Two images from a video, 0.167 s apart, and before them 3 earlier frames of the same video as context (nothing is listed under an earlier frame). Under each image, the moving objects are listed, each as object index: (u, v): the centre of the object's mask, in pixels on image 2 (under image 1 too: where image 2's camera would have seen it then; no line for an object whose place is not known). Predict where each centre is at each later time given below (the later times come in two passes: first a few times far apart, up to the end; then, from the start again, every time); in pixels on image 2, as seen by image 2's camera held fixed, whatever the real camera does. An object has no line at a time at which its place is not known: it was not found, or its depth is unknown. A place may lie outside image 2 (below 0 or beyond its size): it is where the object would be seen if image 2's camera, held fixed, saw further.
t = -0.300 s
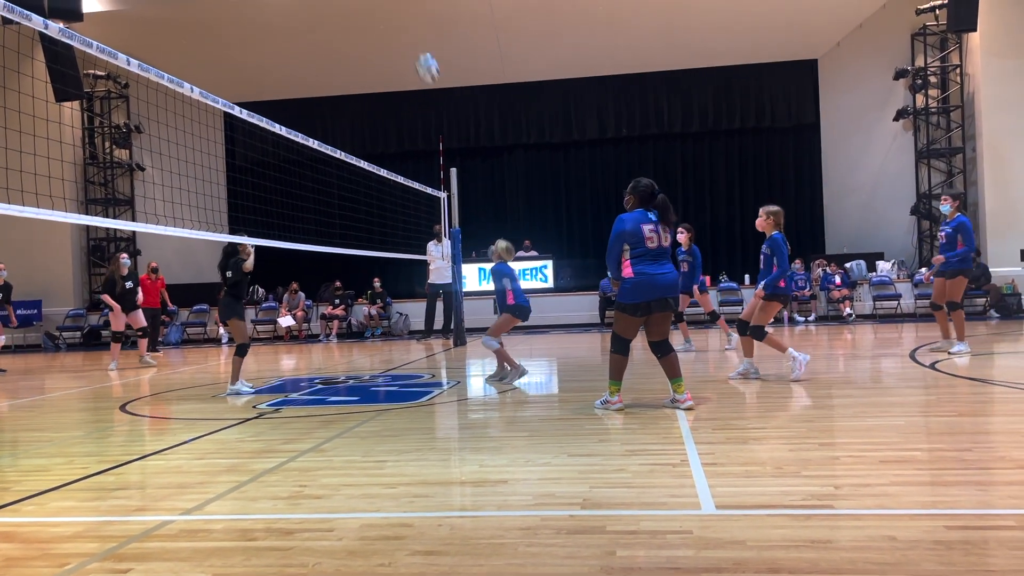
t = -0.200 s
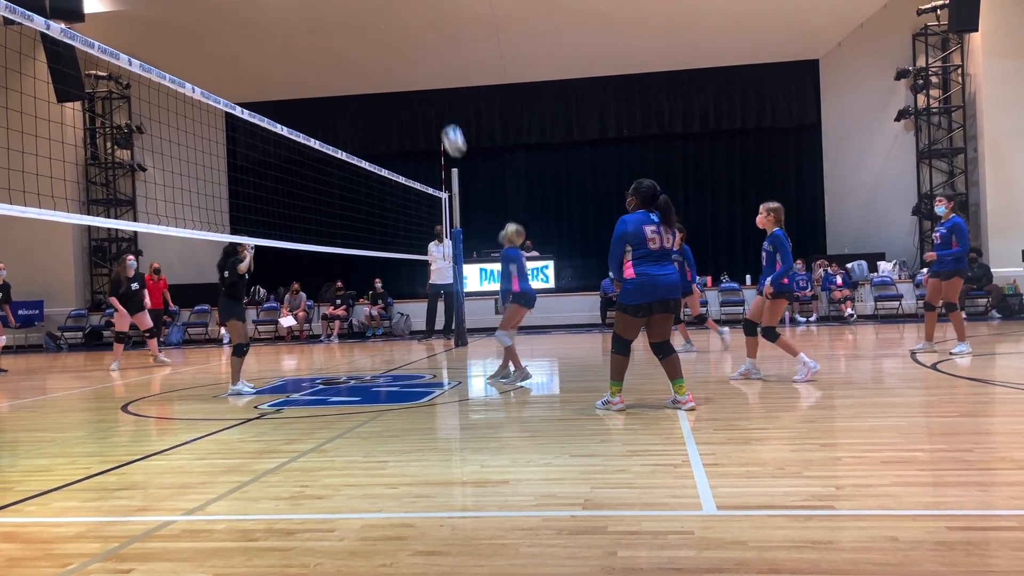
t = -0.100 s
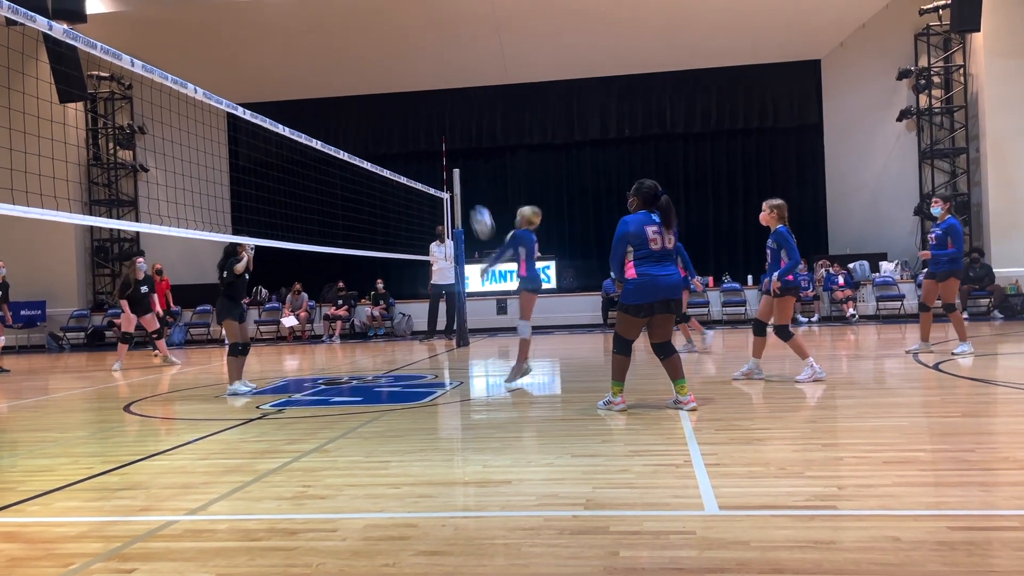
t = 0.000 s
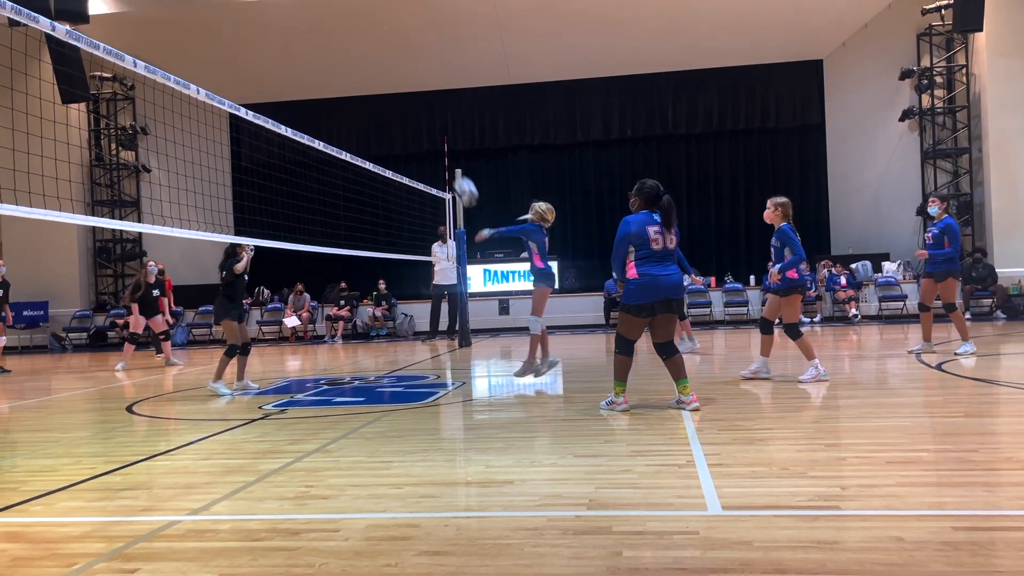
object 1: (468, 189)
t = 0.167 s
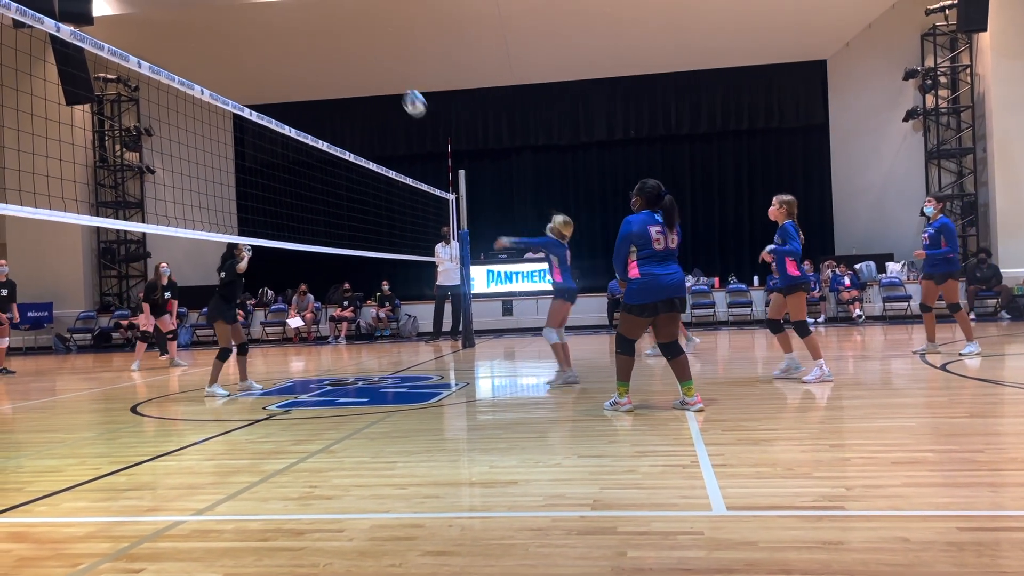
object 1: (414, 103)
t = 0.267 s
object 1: (384, 66)
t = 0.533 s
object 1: (311, 22)
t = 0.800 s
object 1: (249, 48)
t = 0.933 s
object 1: (221, 84)
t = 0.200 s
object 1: (404, 90)
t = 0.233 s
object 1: (394, 77)
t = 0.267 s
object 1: (384, 66)
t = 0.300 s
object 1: (375, 56)
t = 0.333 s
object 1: (365, 48)
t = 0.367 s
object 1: (355, 41)
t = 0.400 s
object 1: (346, 34)
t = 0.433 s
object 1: (337, 30)
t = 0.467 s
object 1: (328, 26)
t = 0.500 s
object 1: (319, 24)
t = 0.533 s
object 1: (311, 22)
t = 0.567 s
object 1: (303, 22)
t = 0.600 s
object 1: (295, 23)
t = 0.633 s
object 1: (287, 25)
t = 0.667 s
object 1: (279, 27)
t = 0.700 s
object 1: (271, 31)
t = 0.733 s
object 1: (263, 36)
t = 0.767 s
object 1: (256, 42)
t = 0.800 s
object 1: (249, 48)
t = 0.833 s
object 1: (241, 57)
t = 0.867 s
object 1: (234, 65)
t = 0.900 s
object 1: (227, 75)
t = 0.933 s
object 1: (221, 84)
